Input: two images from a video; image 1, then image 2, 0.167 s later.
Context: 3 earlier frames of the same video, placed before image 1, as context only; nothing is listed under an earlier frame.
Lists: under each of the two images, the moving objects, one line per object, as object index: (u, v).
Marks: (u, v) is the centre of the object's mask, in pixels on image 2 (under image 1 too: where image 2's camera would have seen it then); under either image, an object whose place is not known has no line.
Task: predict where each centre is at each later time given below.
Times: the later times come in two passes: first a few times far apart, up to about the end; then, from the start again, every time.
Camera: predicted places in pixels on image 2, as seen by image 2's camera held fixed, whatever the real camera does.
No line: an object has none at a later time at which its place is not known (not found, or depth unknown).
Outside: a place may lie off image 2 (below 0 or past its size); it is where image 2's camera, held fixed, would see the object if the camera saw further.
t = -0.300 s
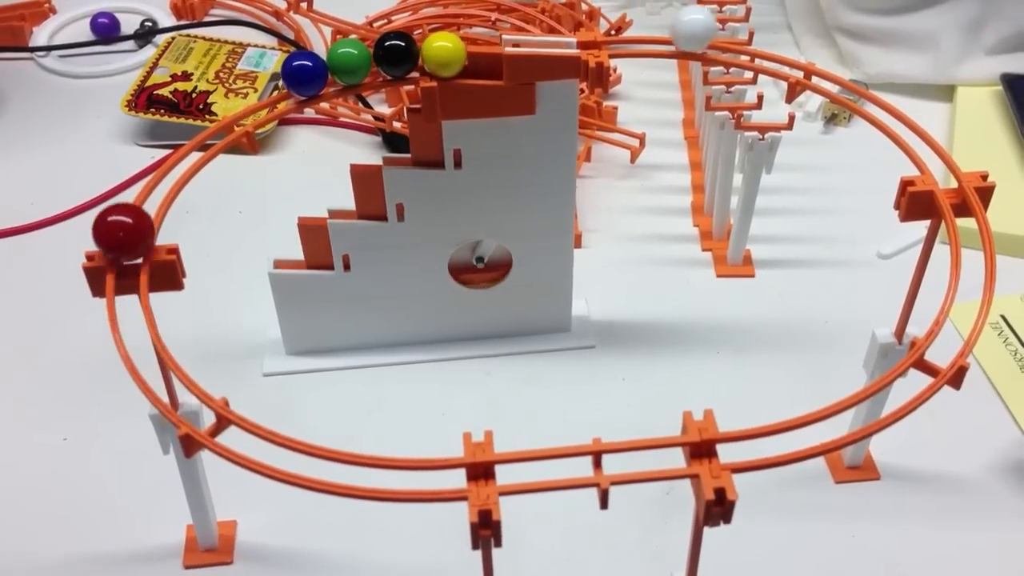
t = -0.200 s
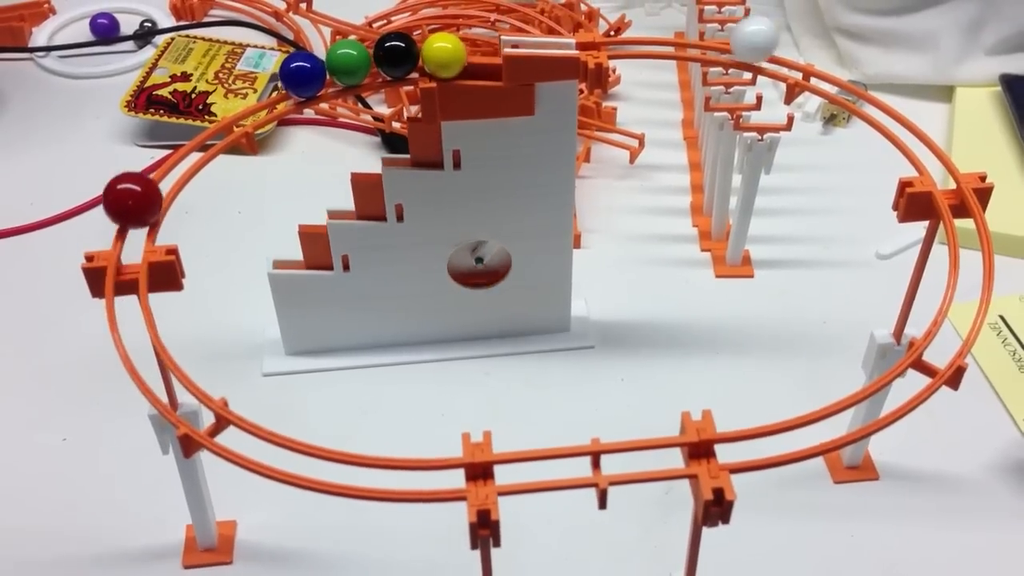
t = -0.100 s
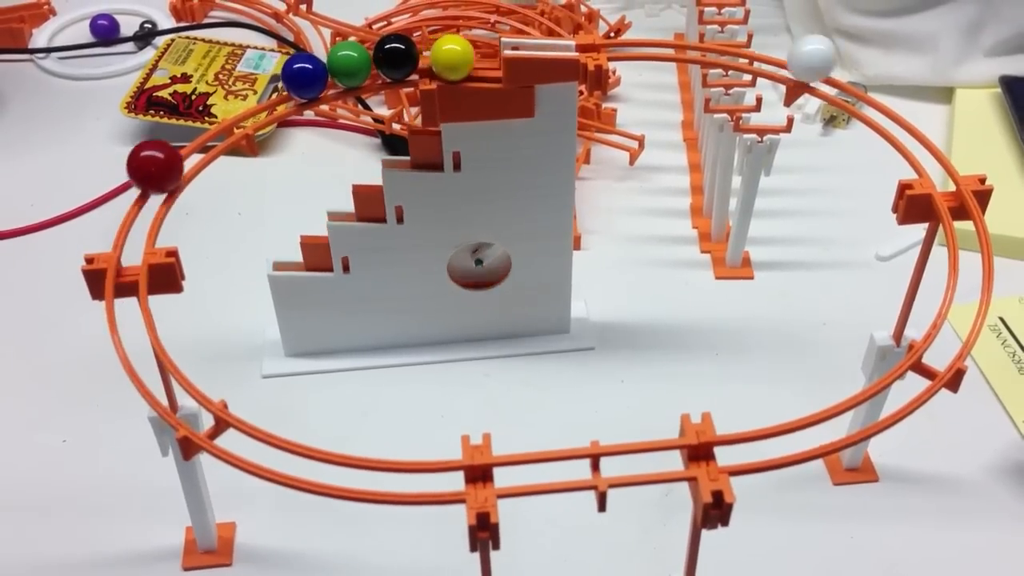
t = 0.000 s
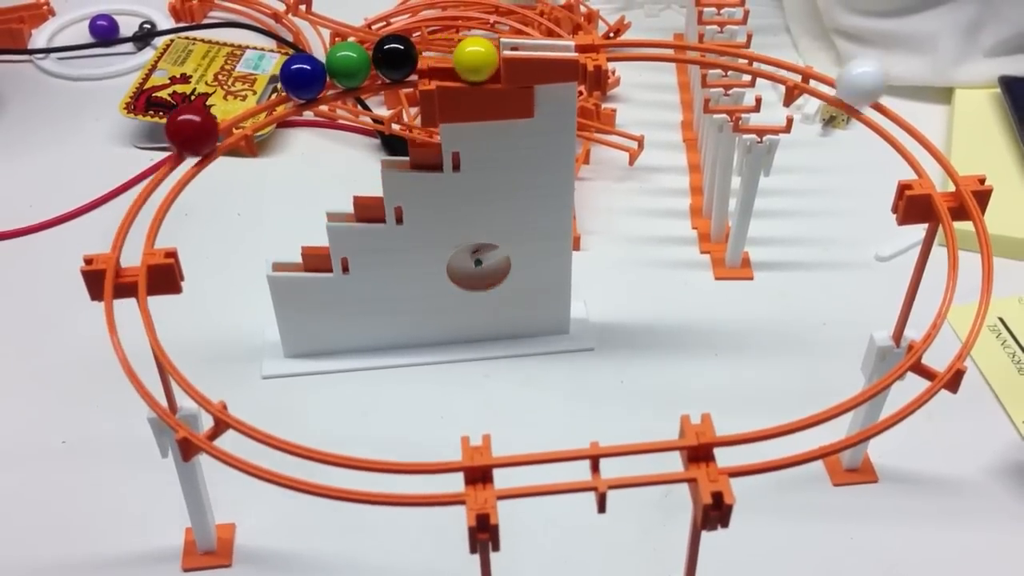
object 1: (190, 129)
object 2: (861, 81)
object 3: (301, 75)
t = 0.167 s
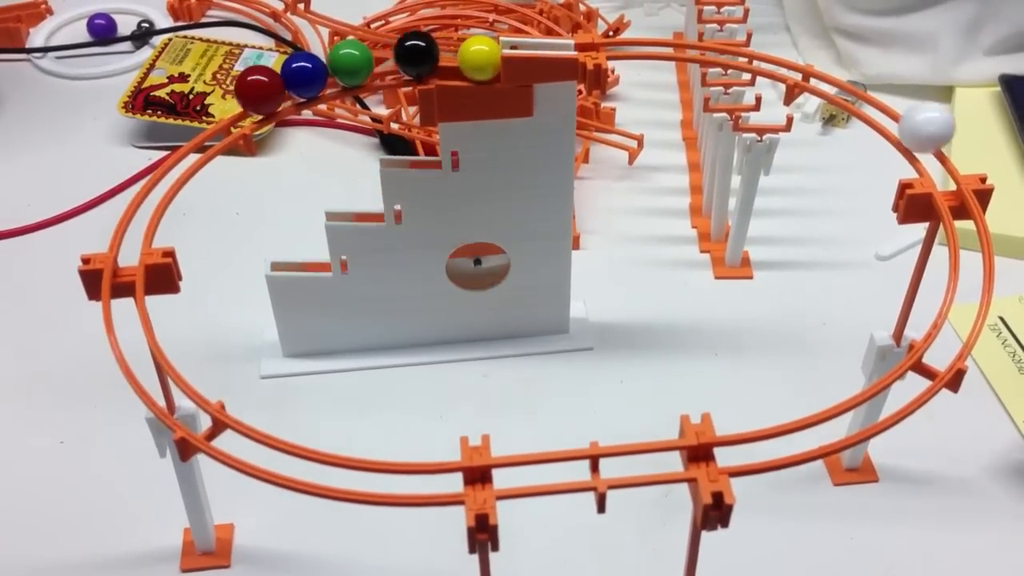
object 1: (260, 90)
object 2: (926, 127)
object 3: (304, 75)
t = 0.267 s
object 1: (265, 88)
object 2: (952, 159)
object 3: (310, 73)
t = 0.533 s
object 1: (287, 79)
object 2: (980, 254)
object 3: (332, 66)
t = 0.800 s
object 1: (296, 76)
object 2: (921, 362)
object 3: (341, 64)
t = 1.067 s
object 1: (296, 76)
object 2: (750, 433)
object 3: (341, 64)
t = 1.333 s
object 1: (296, 75)
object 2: (548, 452)
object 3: (341, 64)
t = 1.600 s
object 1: (296, 75)
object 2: (360, 460)
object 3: (342, 64)
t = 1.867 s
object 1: (296, 75)
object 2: (212, 415)
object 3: (341, 64)
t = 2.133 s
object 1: (282, 80)
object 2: (134, 341)
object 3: (341, 64)
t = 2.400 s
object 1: (278, 83)
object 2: (114, 264)
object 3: (340, 65)
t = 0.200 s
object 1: (261, 89)
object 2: (936, 138)
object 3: (305, 74)
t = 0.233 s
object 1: (263, 89)
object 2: (944, 148)
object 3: (307, 73)
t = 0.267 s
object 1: (265, 88)
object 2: (952, 159)
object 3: (310, 73)
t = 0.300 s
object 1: (267, 87)
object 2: (957, 171)
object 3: (311, 72)
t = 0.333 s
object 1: (270, 86)
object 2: (964, 182)
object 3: (314, 71)
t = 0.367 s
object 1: (273, 85)
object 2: (969, 192)
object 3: (316, 70)
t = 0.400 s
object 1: (275, 84)
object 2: (974, 204)
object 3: (319, 69)
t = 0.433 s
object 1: (278, 82)
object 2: (977, 215)
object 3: (322, 68)
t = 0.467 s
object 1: (281, 81)
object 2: (979, 228)
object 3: (325, 68)
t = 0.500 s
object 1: (284, 80)
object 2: (980, 241)
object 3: (329, 67)
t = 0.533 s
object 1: (287, 79)
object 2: (980, 254)
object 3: (332, 66)
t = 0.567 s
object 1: (290, 77)
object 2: (979, 267)
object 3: (336, 65)
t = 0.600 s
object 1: (293, 77)
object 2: (976, 281)
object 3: (340, 64)
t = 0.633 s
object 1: (295, 76)
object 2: (971, 294)
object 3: (341, 64)
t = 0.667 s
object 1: (296, 76)
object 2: (964, 308)
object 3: (341, 64)
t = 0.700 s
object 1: (296, 75)
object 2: (956, 323)
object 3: (341, 64)
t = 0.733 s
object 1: (296, 75)
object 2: (946, 336)
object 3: (341, 64)
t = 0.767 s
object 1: (296, 76)
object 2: (934, 350)
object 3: (341, 64)
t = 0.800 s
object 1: (296, 76)
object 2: (921, 362)
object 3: (341, 64)
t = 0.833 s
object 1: (296, 76)
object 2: (904, 375)
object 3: (341, 64)
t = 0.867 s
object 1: (296, 76)
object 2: (887, 386)
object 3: (341, 64)
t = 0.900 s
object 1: (296, 76)
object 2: (867, 396)
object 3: (341, 64)
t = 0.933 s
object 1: (296, 76)
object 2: (847, 407)
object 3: (341, 64)
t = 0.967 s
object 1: (296, 76)
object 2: (823, 415)
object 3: (341, 64)
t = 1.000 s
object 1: (296, 76)
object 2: (800, 422)
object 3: (341, 64)
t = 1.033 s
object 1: (296, 76)
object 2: (775, 428)
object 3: (341, 64)
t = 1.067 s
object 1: (296, 76)
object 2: (750, 433)
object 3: (341, 64)
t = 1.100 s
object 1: (296, 76)
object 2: (725, 435)
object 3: (341, 64)
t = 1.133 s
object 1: (296, 76)
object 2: (699, 438)
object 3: (341, 64)
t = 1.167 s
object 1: (296, 75)
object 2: (673, 440)
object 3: (341, 64)
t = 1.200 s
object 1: (296, 75)
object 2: (648, 443)
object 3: (341, 64)
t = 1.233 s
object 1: (296, 75)
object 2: (623, 445)
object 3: (341, 64)
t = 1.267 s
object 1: (296, 76)
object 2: (598, 447)
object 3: (341, 64)
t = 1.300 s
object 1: (296, 75)
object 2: (573, 450)
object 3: (341, 64)
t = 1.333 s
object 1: (296, 75)
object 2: (548, 452)
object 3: (341, 64)
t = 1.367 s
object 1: (296, 75)
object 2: (524, 454)
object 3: (341, 64)
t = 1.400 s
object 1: (296, 75)
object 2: (499, 457)
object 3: (341, 64)
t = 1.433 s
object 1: (296, 75)
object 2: (475, 459)
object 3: (341, 64)
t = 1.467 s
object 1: (296, 75)
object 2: (451, 460)
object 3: (341, 64)
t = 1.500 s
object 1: (297, 75)
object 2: (428, 462)
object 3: (342, 64)
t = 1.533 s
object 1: (296, 75)
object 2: (405, 462)
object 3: (341, 64)
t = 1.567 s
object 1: (296, 75)
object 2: (382, 461)
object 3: (341, 64)
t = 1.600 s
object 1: (296, 75)
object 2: (360, 460)
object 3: (342, 64)
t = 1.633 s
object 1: (296, 75)
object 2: (338, 457)
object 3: (341, 64)
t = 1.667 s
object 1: (296, 75)
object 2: (317, 453)
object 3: (341, 64)
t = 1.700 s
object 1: (296, 75)
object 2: (298, 448)
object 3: (341, 64)
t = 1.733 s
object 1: (296, 75)
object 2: (279, 442)
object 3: (341, 64)
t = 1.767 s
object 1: (296, 75)
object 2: (261, 437)
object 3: (341, 64)
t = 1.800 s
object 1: (296, 75)
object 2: (243, 430)
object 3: (341, 64)
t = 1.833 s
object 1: (296, 75)
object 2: (227, 423)
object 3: (341, 64)
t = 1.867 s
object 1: (296, 75)
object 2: (212, 415)
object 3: (341, 64)
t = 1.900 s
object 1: (295, 76)
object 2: (198, 407)
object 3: (340, 64)
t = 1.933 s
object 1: (294, 76)
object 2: (186, 398)
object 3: (340, 64)
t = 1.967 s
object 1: (293, 76)
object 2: (174, 389)
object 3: (340, 64)
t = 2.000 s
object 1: (291, 77)
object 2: (164, 380)
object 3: (340, 64)
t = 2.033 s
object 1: (290, 77)
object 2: (156, 370)
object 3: (340, 64)
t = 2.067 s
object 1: (288, 78)
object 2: (148, 360)
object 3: (341, 64)
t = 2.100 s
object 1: (284, 79)
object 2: (141, 350)
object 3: (341, 64)
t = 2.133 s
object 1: (282, 80)
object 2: (134, 341)
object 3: (341, 64)
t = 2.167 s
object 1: (280, 82)
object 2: (129, 331)
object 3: (341, 64)
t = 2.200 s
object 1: (278, 83)
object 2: (125, 321)
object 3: (340, 64)
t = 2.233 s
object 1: (276, 83)
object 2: (121, 312)
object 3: (340, 65)
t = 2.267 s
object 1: (275, 83)
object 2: (118, 302)
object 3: (340, 64)
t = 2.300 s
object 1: (275, 84)
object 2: (115, 292)
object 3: (340, 64)
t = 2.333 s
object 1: (275, 84)
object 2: (114, 283)
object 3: (340, 64)
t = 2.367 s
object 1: (276, 83)
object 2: (114, 274)
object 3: (340, 64)
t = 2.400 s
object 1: (278, 83)
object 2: (114, 264)
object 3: (340, 65)
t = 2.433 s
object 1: (279, 82)
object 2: (116, 254)
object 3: (340, 64)
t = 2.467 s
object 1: (281, 81)
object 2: (117, 244)
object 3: (340, 65)
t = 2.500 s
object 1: (283, 80)
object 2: (120, 233)
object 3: (340, 64)
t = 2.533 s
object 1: (286, 80)
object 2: (123, 222)
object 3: (340, 65)
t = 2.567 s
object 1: (288, 79)
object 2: (126, 210)
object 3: (340, 65)
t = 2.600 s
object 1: (290, 78)
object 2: (131, 198)
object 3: (340, 65)
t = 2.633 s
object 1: (291, 78)
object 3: (340, 65)
